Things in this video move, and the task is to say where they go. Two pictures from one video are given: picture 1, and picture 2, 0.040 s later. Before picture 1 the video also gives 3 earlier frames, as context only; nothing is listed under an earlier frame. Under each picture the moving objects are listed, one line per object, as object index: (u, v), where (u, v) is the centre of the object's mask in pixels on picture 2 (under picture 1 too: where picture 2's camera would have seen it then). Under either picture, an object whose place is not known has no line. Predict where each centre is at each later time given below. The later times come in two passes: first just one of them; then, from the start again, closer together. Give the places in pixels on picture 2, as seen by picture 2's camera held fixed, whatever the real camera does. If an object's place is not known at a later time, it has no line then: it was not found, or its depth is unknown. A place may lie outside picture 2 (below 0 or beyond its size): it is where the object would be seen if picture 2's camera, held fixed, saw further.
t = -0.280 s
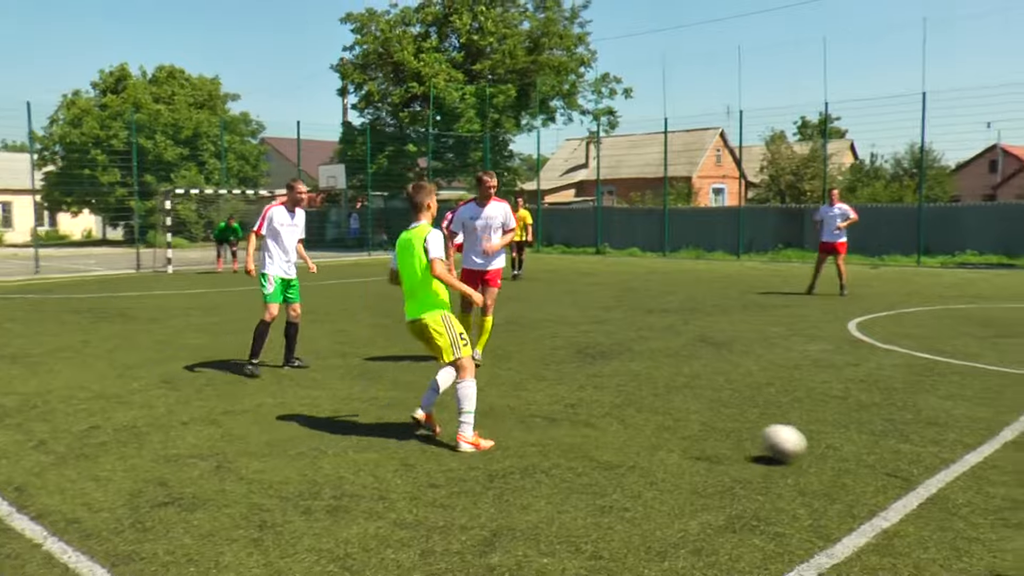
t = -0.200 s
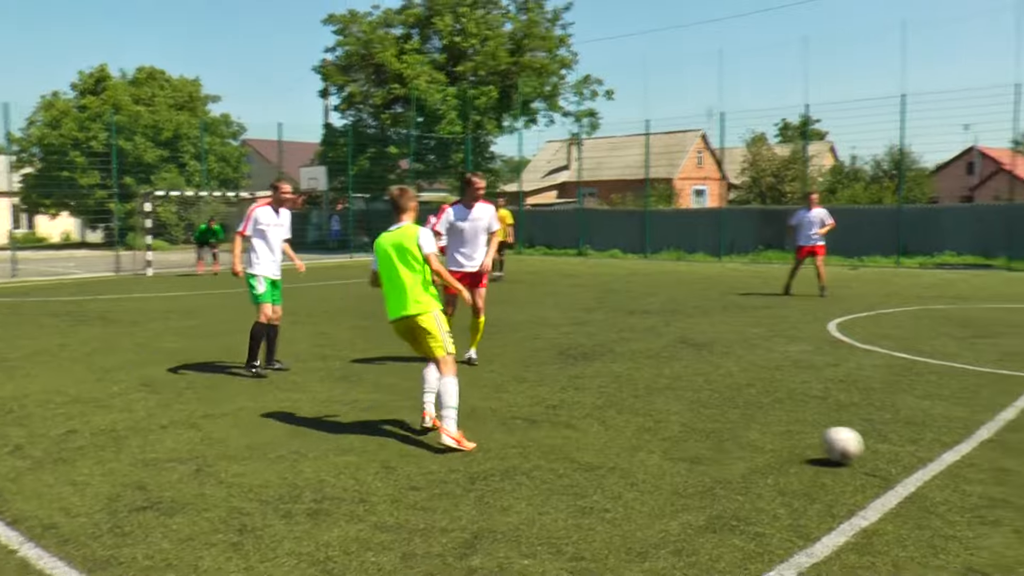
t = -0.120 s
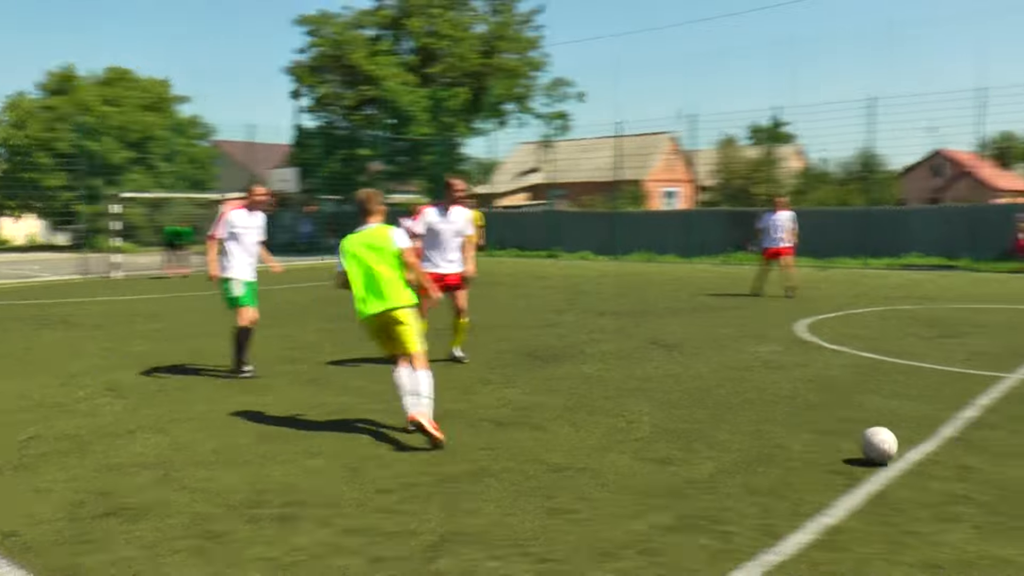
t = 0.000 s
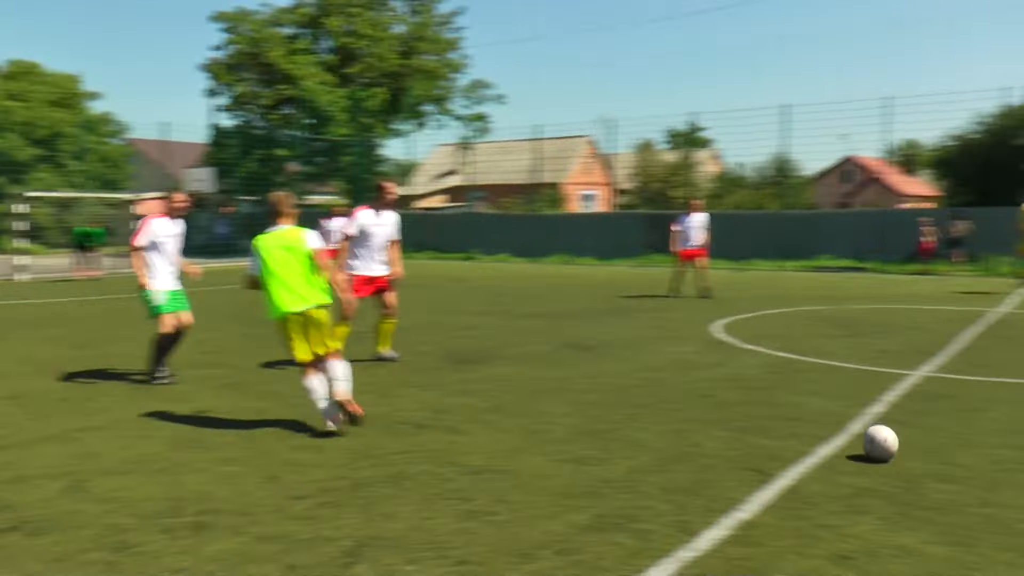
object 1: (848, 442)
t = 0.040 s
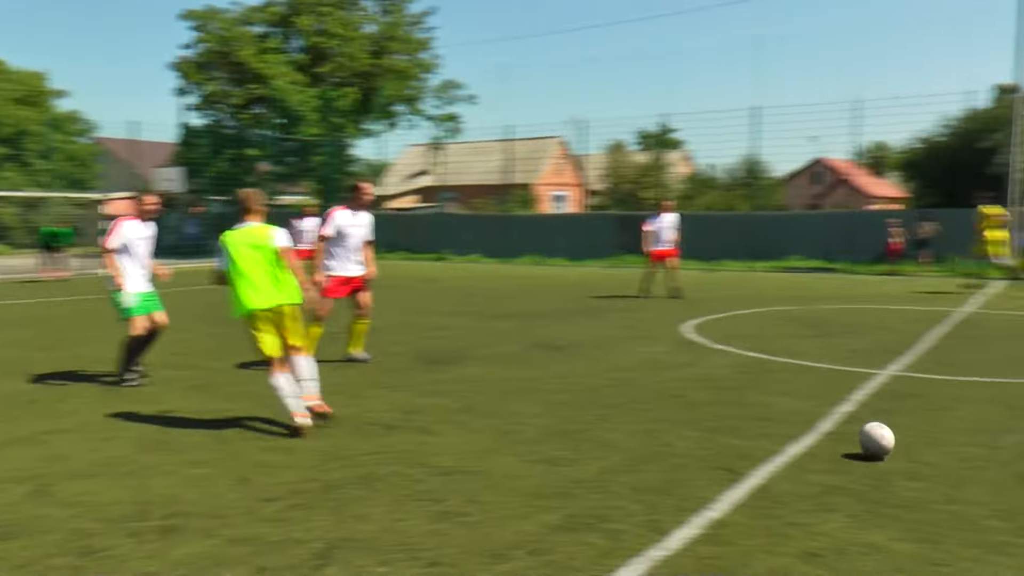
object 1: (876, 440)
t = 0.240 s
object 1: (1011, 438)
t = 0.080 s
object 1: (903, 439)
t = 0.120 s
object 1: (931, 441)
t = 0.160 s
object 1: (959, 439)
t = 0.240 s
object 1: (1011, 438)
